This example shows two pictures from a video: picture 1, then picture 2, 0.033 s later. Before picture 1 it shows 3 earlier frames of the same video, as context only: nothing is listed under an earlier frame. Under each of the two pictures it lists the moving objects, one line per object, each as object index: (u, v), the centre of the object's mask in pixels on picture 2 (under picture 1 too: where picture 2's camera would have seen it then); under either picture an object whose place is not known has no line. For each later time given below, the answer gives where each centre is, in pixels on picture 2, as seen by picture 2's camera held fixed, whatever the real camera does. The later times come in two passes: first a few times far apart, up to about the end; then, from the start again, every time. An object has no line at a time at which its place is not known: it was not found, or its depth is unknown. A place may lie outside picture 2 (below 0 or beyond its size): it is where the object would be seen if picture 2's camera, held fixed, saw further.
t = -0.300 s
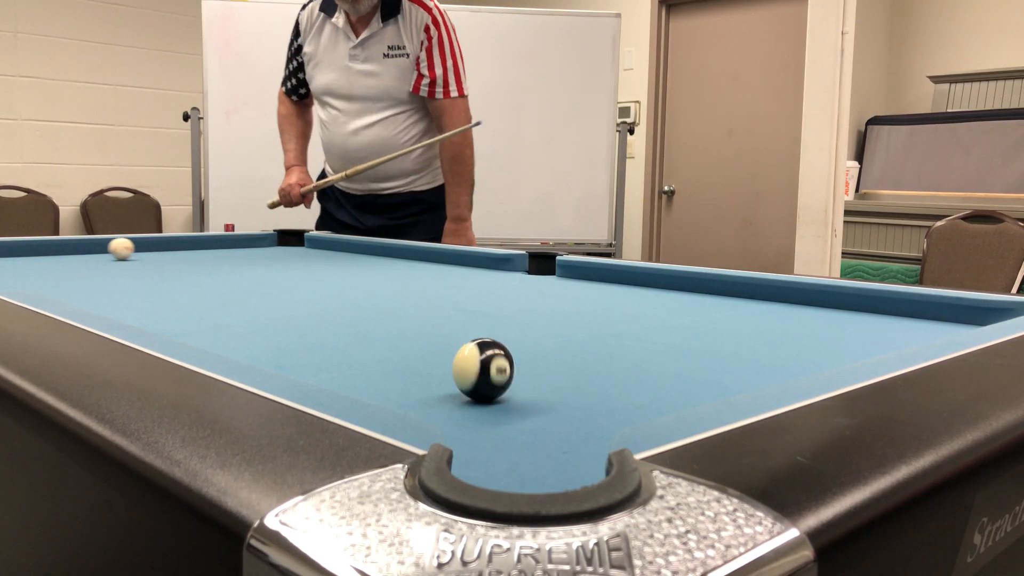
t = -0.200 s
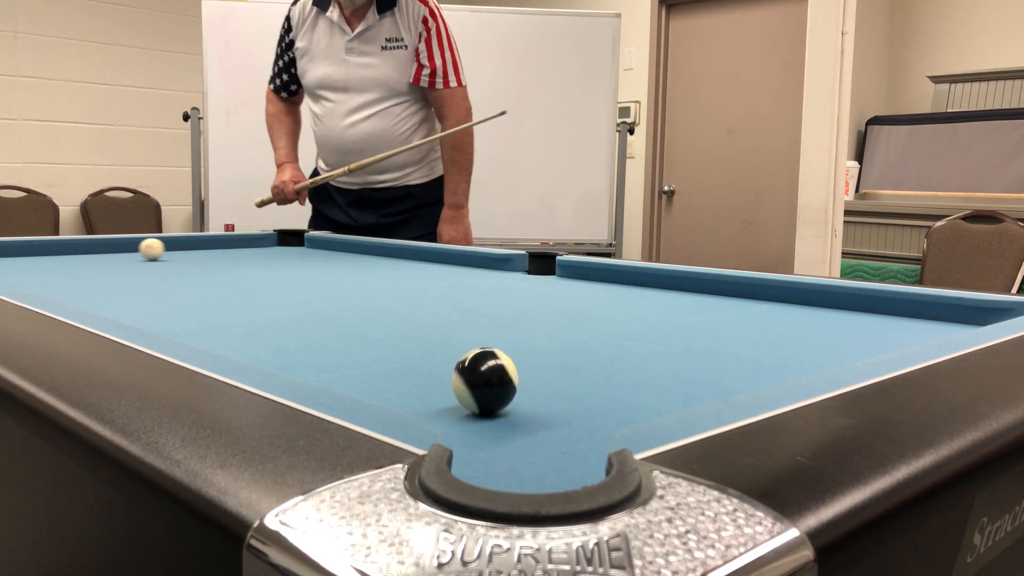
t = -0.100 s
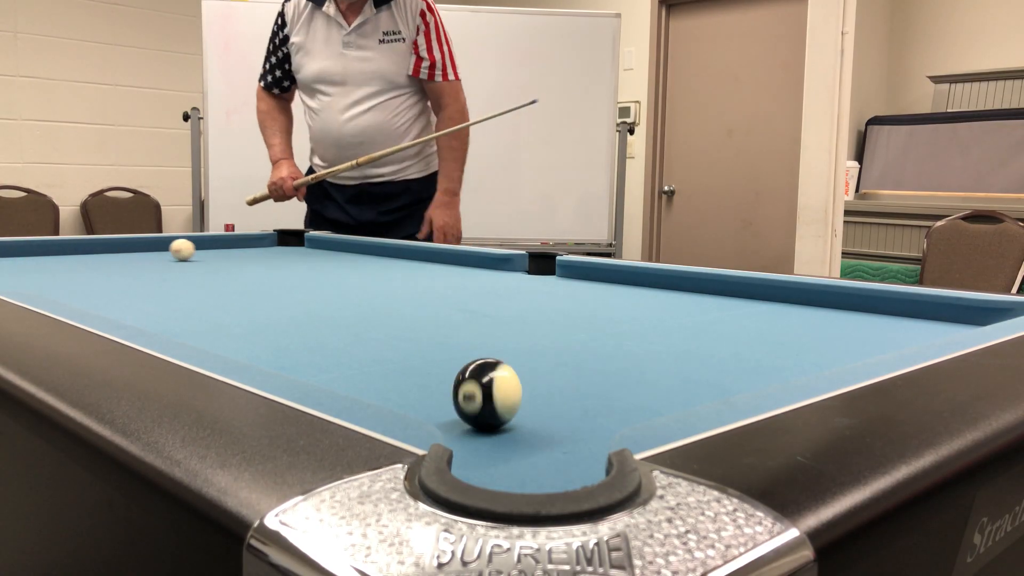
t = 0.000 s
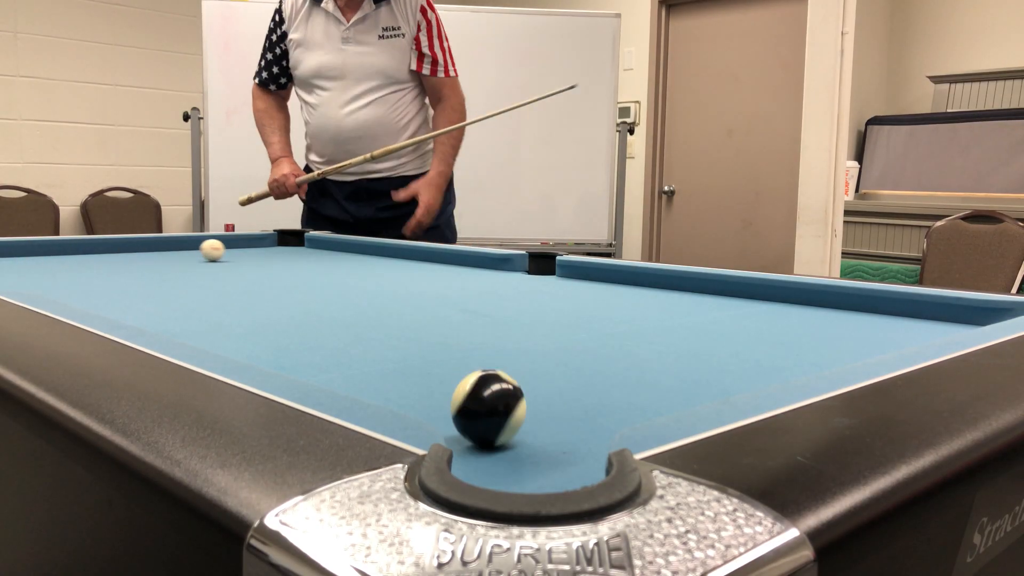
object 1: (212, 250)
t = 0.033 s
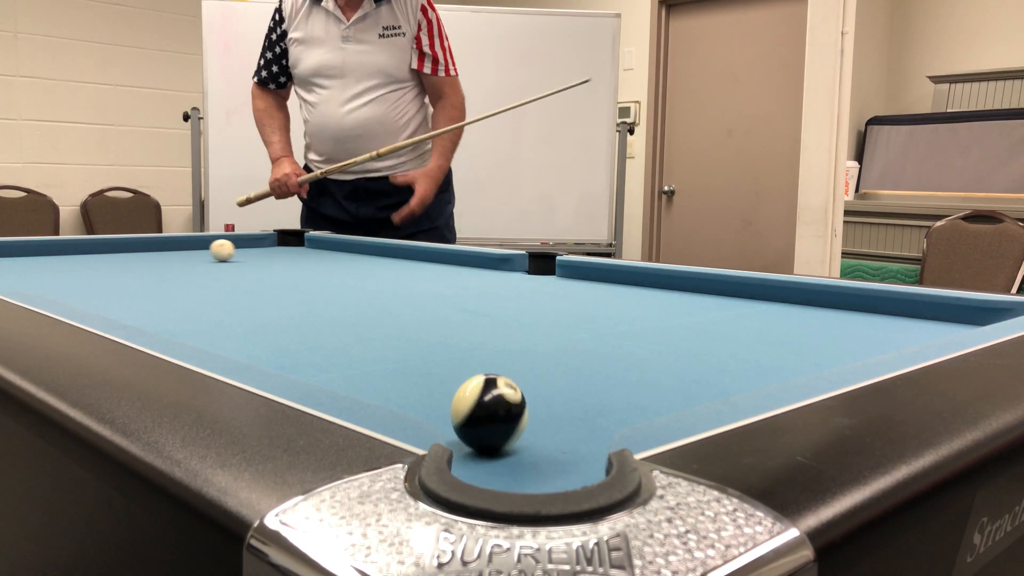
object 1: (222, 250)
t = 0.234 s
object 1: (281, 251)
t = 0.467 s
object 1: (347, 252)
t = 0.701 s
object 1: (410, 253)
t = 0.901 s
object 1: (432, 255)
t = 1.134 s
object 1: (431, 259)
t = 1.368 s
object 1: (430, 263)
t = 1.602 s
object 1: (430, 268)
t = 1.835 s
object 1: (429, 272)
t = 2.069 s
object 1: (429, 277)
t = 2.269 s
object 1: (429, 281)
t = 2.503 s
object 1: (428, 286)
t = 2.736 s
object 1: (427, 291)
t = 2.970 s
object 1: (426, 297)
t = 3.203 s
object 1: (424, 302)
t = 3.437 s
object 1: (422, 308)
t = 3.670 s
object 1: (420, 314)
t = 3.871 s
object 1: (418, 319)
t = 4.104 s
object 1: (417, 325)
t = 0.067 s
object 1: (232, 250)
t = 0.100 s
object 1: (242, 250)
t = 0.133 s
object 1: (251, 250)
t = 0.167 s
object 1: (261, 250)
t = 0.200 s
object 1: (271, 251)
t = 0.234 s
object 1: (281, 251)
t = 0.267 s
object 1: (290, 251)
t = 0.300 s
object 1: (300, 251)
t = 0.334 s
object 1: (310, 251)
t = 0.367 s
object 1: (319, 252)
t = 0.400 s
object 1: (328, 251)
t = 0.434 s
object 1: (338, 252)
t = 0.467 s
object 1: (347, 252)
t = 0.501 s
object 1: (356, 252)
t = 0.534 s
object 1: (365, 252)
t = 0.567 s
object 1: (374, 252)
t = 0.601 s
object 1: (383, 252)
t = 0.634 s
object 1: (392, 253)
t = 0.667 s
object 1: (401, 253)
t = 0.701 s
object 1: (410, 253)
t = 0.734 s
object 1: (418, 253)
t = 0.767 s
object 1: (427, 253)
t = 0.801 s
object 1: (433, 254)
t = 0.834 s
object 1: (432, 254)
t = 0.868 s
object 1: (432, 255)
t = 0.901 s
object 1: (432, 255)
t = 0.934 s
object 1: (432, 256)
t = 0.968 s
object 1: (432, 256)
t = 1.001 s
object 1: (431, 257)
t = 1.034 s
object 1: (431, 257)
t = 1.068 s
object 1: (431, 258)
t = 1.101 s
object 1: (431, 258)
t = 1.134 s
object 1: (431, 259)
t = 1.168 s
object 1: (431, 260)
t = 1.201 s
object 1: (431, 260)
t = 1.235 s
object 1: (431, 261)
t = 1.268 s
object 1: (431, 261)
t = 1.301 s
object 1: (431, 262)
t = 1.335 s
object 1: (430, 262)
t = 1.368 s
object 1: (430, 263)
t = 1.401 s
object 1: (430, 264)
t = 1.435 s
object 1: (430, 265)
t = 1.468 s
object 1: (430, 265)
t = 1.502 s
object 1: (430, 266)
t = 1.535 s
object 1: (430, 266)
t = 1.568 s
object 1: (430, 267)
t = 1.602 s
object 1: (430, 268)
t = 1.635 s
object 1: (430, 268)
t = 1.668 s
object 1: (430, 269)
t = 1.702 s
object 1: (430, 270)
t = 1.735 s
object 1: (430, 270)
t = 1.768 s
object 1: (429, 271)
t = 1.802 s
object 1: (429, 272)
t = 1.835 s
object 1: (429, 272)
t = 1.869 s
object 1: (429, 273)
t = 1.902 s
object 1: (429, 273)
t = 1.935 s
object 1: (429, 274)
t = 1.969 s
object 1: (429, 275)
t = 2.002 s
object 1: (429, 276)
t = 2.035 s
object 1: (429, 276)
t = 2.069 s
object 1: (429, 277)
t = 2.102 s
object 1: (429, 278)
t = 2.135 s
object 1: (429, 278)
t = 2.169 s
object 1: (429, 279)
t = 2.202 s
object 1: (429, 280)
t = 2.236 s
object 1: (429, 280)
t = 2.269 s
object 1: (429, 281)
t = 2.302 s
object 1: (429, 282)
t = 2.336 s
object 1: (428, 282)
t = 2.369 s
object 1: (428, 283)
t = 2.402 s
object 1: (428, 284)
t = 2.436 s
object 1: (428, 285)
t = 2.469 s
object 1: (428, 285)
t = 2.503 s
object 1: (428, 286)
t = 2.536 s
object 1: (428, 287)
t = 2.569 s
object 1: (428, 288)
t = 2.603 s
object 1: (428, 288)
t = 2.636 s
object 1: (427, 289)
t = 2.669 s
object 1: (427, 290)
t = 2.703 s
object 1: (427, 291)
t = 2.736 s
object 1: (427, 291)
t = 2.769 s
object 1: (427, 292)
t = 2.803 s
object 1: (427, 293)
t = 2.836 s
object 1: (427, 294)
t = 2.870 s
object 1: (426, 294)
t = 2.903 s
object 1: (426, 296)
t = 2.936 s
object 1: (426, 296)
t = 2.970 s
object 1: (426, 297)
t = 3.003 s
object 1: (426, 297)
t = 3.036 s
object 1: (425, 299)
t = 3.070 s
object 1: (425, 299)
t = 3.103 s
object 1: (425, 300)
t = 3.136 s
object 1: (425, 301)
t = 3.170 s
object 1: (424, 301)
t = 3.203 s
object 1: (424, 302)
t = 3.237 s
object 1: (424, 304)
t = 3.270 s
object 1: (423, 304)
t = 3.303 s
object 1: (423, 305)
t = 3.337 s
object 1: (423, 306)
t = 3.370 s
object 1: (423, 306)
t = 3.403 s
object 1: (422, 308)
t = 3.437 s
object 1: (422, 308)
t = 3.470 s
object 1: (422, 309)
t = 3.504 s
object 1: (421, 310)
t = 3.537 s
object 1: (421, 311)
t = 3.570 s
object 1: (421, 312)
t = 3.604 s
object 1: (420, 312)
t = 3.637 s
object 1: (420, 313)
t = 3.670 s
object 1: (420, 314)
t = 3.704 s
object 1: (420, 315)
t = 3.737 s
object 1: (420, 316)
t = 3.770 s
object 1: (419, 317)
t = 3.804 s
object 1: (419, 318)
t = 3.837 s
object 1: (419, 318)
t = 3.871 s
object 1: (418, 319)
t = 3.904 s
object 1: (418, 320)
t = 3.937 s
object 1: (418, 321)
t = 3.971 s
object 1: (418, 322)
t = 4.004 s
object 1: (417, 323)
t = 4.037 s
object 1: (417, 323)
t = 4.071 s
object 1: (417, 324)
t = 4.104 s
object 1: (417, 325)
